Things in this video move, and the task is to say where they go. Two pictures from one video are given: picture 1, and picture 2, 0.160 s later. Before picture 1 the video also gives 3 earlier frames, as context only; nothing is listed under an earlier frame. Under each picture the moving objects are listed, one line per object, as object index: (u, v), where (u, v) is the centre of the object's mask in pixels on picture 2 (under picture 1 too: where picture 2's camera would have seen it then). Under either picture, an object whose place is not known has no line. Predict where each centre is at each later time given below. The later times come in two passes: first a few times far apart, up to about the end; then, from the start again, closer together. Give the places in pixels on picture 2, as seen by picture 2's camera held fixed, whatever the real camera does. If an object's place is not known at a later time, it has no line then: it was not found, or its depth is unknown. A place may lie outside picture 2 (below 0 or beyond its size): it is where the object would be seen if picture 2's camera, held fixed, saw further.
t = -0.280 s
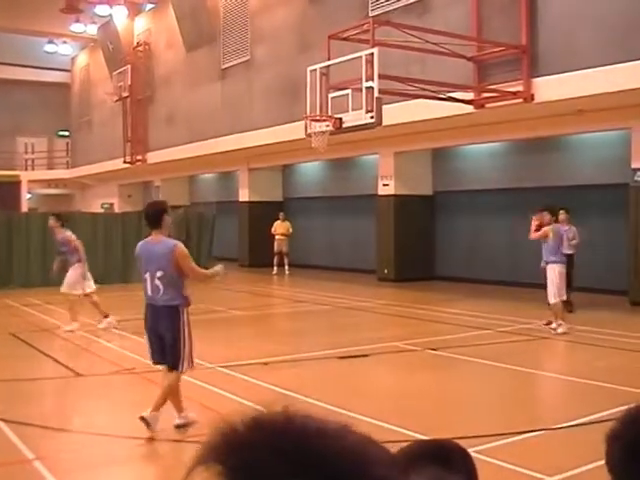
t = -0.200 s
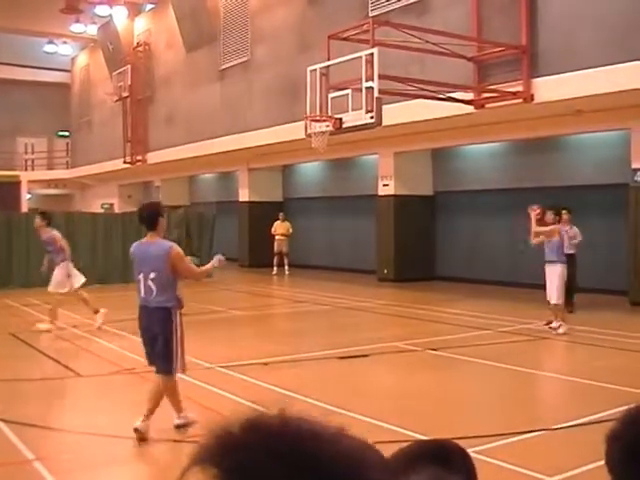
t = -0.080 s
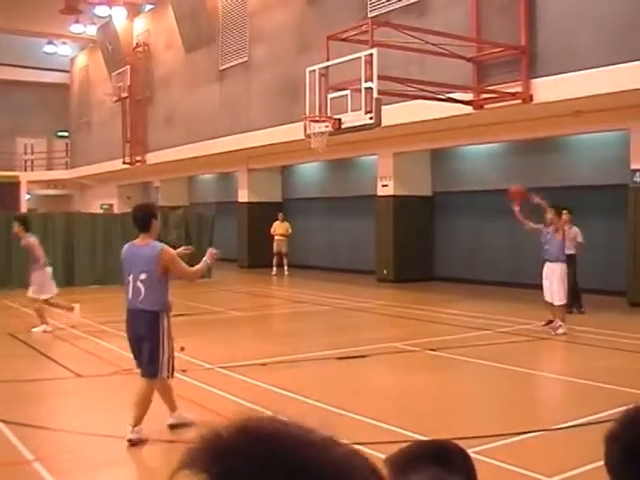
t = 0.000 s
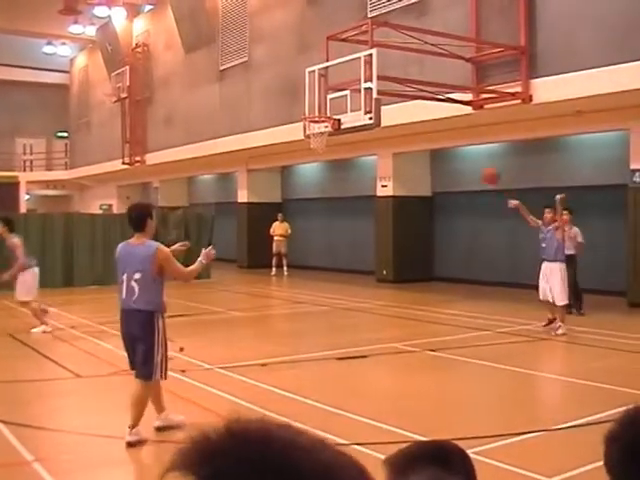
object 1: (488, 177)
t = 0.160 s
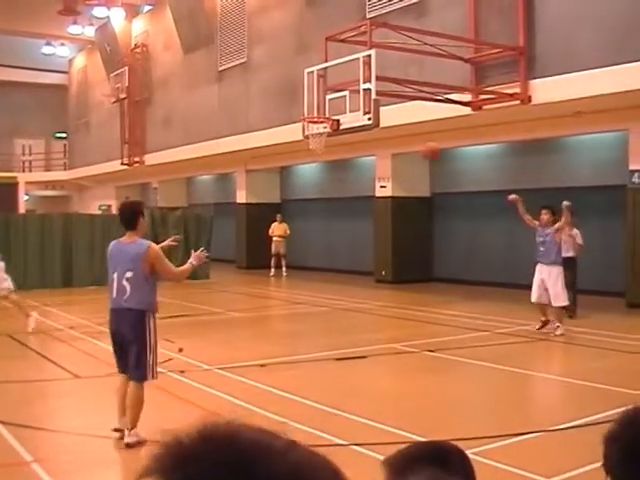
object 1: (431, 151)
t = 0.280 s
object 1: (377, 151)
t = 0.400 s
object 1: (315, 163)
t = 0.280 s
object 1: (377, 151)
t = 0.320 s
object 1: (359, 152)
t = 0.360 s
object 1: (335, 157)
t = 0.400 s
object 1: (315, 163)
